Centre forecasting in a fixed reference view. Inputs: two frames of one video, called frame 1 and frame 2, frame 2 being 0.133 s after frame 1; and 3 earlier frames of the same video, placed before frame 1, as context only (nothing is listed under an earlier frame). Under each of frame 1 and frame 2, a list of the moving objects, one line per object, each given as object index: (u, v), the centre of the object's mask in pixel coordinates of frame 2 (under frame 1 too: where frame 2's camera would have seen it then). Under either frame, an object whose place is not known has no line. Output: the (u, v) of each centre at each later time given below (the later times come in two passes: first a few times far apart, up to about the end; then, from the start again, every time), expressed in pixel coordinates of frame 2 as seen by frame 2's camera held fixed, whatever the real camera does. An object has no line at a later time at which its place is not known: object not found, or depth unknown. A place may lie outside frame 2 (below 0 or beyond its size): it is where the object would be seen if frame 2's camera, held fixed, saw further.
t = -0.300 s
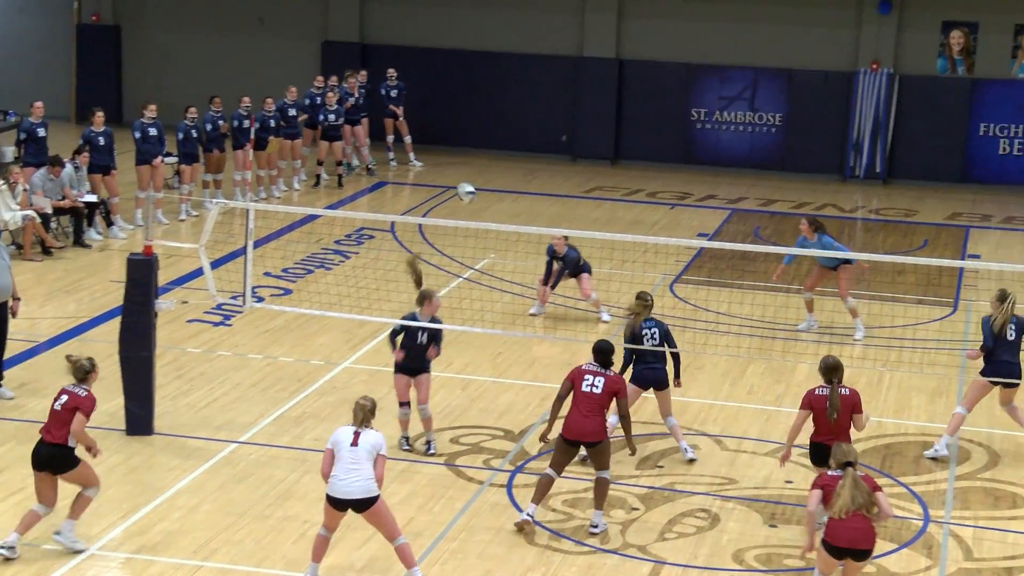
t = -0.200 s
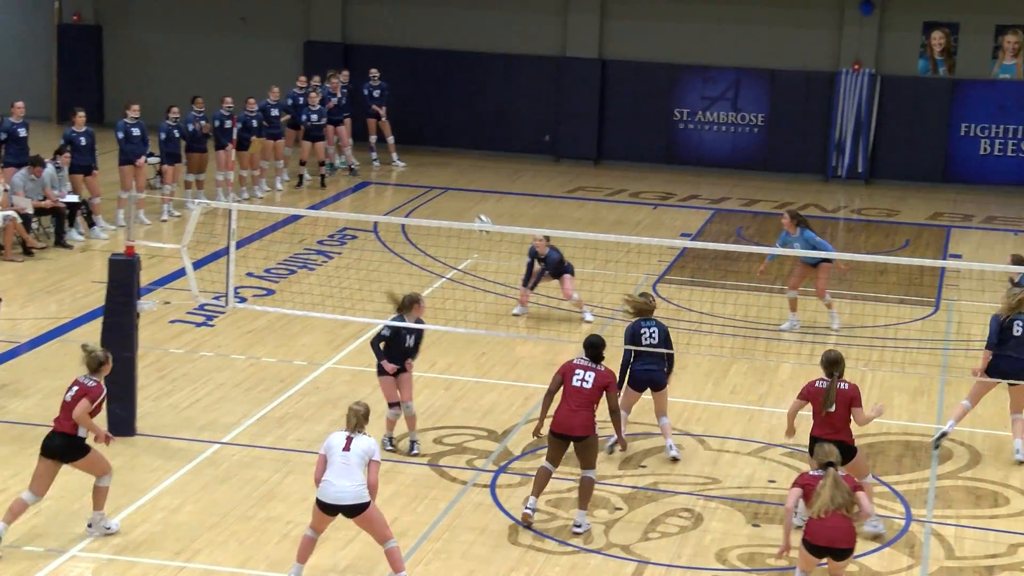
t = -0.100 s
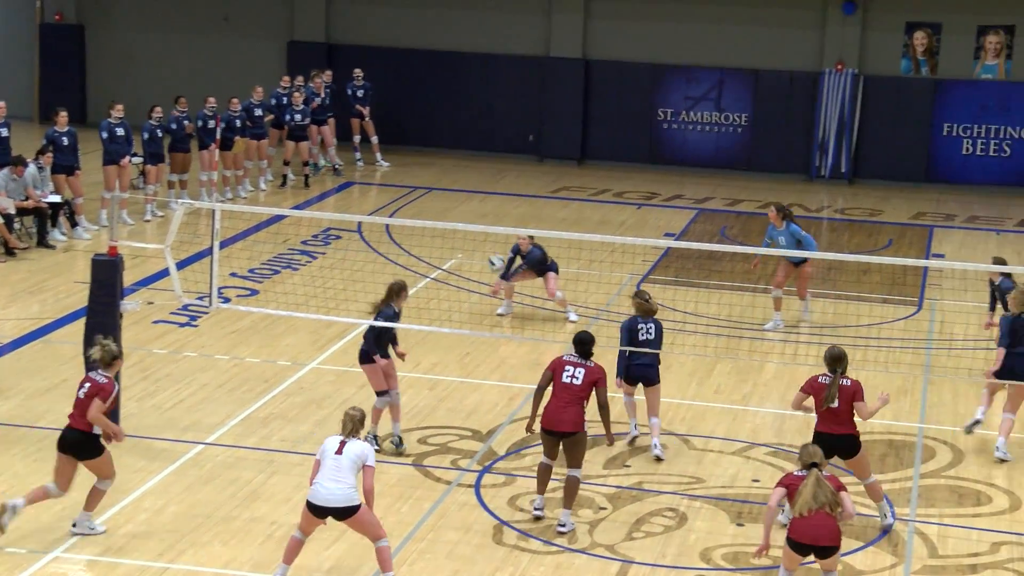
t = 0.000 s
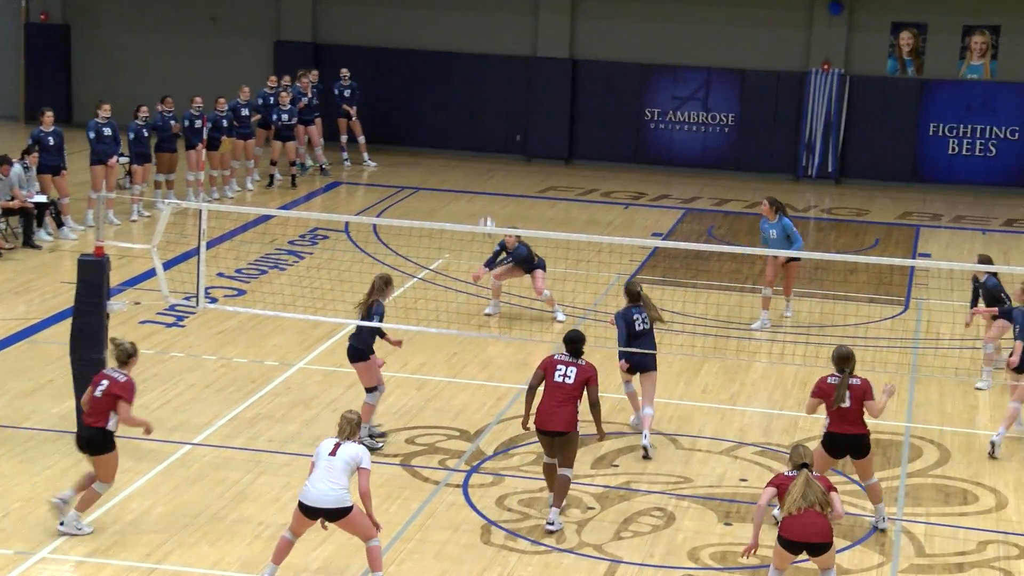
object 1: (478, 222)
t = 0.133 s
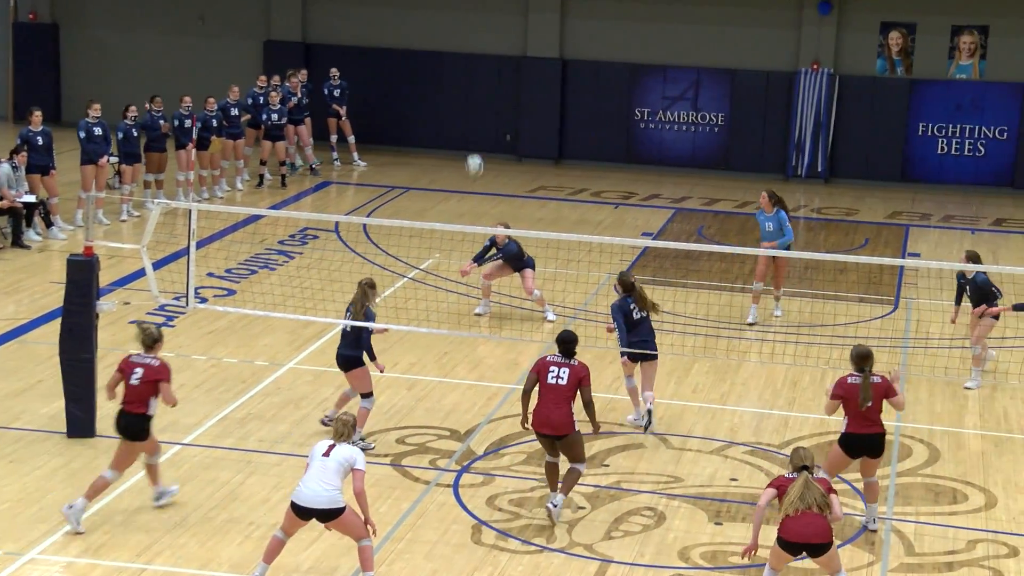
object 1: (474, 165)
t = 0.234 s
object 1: (473, 126)
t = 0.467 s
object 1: (465, 64)
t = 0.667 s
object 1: (457, 47)
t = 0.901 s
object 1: (447, 74)
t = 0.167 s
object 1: (474, 151)
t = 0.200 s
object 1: (473, 138)
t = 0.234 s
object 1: (473, 126)
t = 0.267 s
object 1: (472, 114)
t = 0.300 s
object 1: (471, 104)
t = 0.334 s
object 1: (469, 94)
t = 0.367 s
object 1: (468, 86)
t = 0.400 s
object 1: (467, 78)
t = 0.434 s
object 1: (466, 70)
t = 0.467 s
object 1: (465, 64)
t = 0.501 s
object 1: (464, 59)
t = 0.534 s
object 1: (463, 54)
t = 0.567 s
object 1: (461, 51)
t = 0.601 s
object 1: (460, 49)
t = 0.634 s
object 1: (459, 48)
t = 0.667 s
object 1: (457, 47)
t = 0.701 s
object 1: (457, 48)
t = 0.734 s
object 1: (455, 50)
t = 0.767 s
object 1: (454, 52)
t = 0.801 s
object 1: (452, 57)
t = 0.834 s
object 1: (450, 62)
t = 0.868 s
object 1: (448, 68)
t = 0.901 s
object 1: (447, 74)
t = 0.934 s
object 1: (445, 83)
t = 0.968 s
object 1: (444, 92)
